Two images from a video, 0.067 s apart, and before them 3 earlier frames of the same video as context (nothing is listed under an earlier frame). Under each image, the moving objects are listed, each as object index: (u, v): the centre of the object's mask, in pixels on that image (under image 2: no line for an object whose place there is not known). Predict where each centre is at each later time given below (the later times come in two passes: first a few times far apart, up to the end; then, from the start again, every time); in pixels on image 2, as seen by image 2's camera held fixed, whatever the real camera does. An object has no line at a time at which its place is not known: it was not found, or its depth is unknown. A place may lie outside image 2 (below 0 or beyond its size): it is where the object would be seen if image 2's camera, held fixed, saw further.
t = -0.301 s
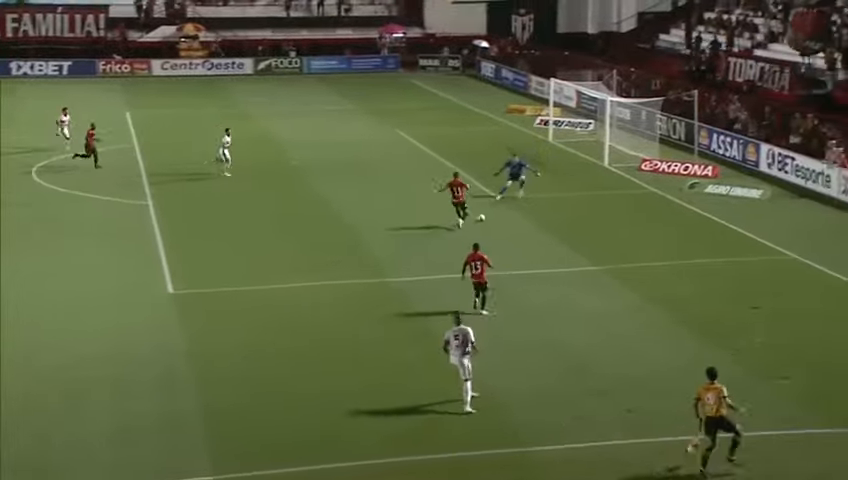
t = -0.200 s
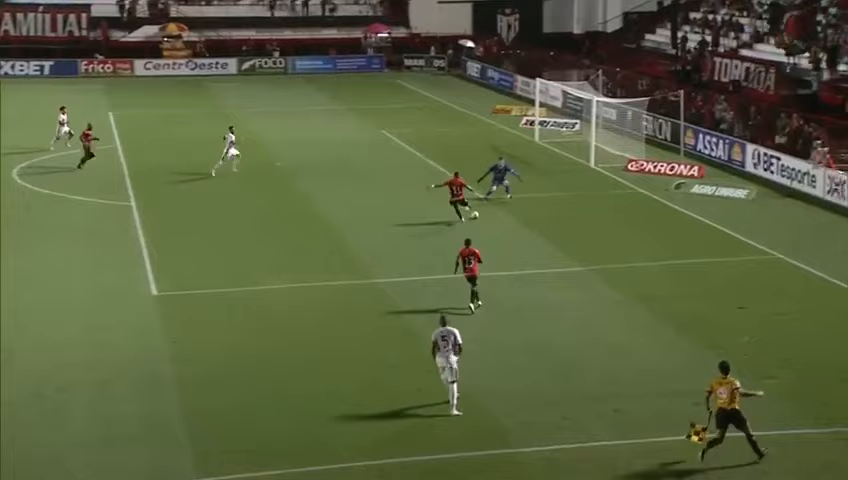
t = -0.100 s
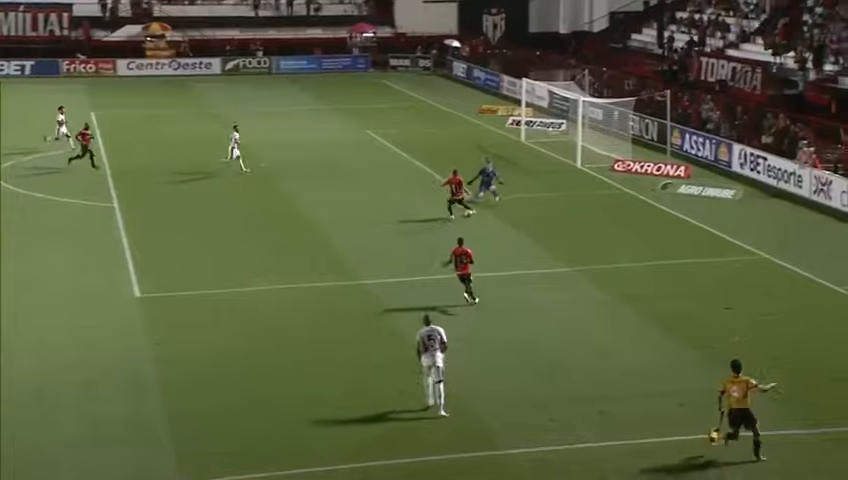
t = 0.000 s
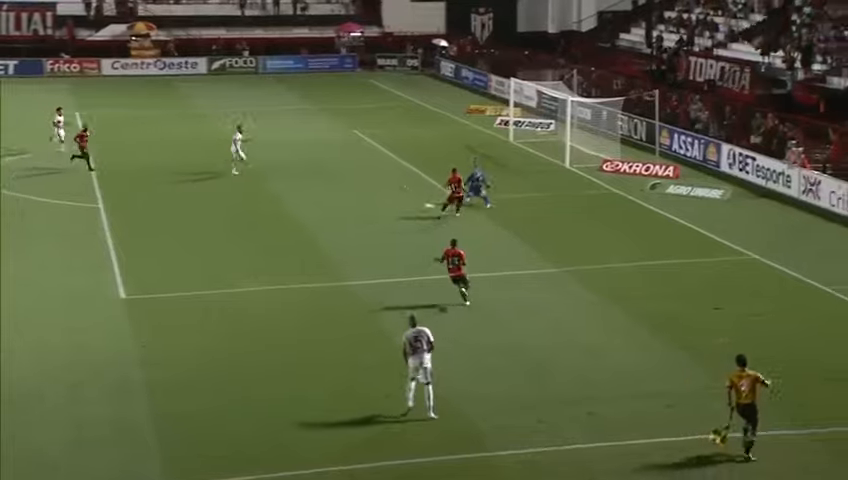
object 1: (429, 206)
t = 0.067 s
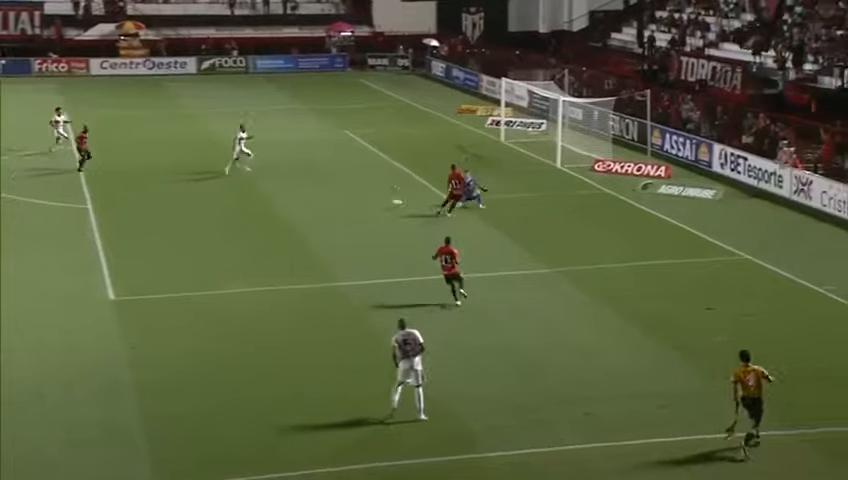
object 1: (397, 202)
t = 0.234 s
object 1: (337, 195)
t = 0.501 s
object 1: (261, 186)
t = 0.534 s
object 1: (253, 184)
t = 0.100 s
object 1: (385, 200)
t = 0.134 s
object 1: (374, 199)
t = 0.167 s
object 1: (362, 198)
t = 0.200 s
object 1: (346, 197)
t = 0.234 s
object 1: (337, 195)
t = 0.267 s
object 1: (327, 193)
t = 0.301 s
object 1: (317, 192)
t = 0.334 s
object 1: (308, 190)
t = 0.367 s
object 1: (297, 190)
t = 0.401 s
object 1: (288, 188)
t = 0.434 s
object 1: (279, 188)
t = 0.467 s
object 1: (270, 187)
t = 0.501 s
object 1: (261, 186)
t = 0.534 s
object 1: (253, 184)
